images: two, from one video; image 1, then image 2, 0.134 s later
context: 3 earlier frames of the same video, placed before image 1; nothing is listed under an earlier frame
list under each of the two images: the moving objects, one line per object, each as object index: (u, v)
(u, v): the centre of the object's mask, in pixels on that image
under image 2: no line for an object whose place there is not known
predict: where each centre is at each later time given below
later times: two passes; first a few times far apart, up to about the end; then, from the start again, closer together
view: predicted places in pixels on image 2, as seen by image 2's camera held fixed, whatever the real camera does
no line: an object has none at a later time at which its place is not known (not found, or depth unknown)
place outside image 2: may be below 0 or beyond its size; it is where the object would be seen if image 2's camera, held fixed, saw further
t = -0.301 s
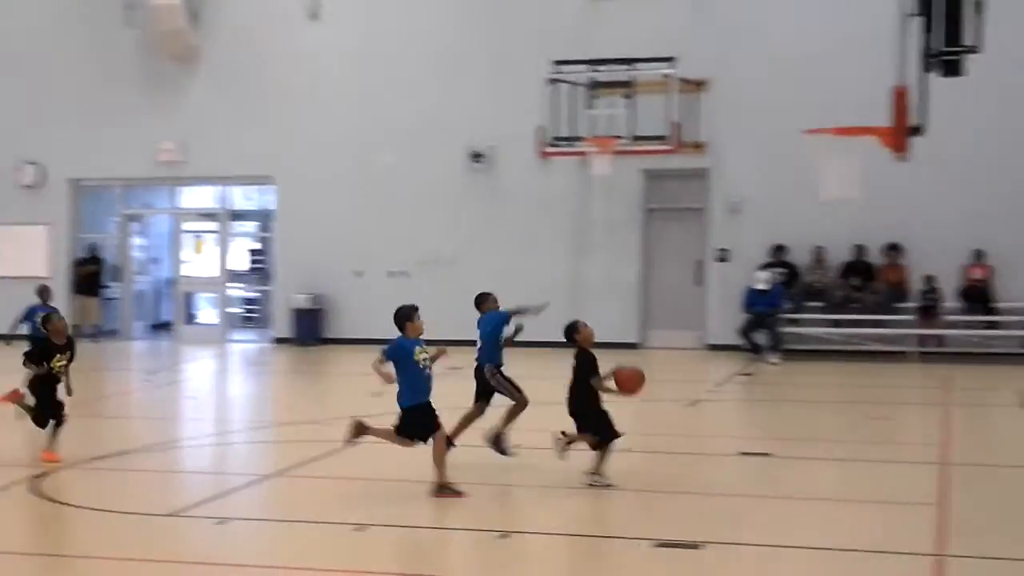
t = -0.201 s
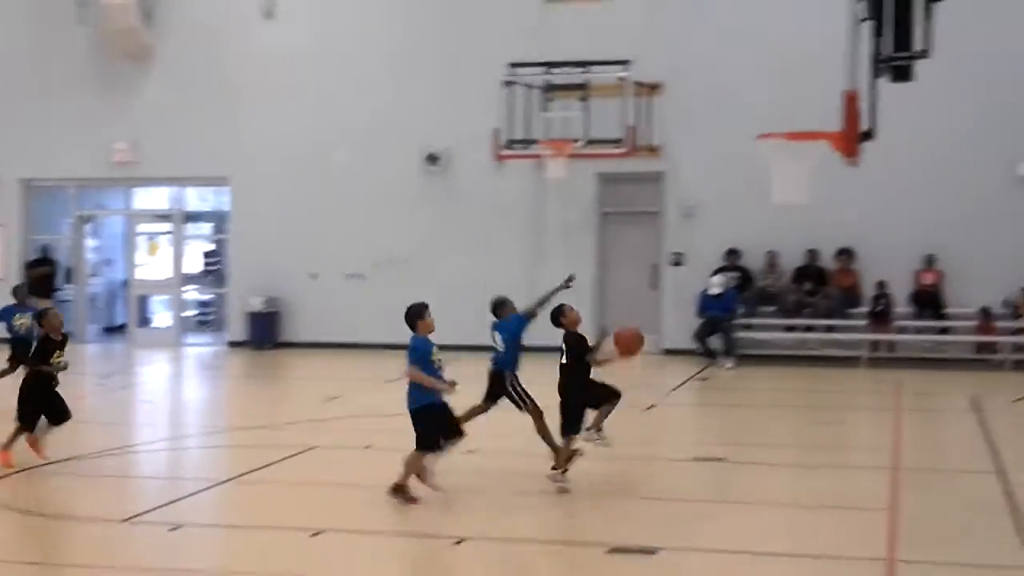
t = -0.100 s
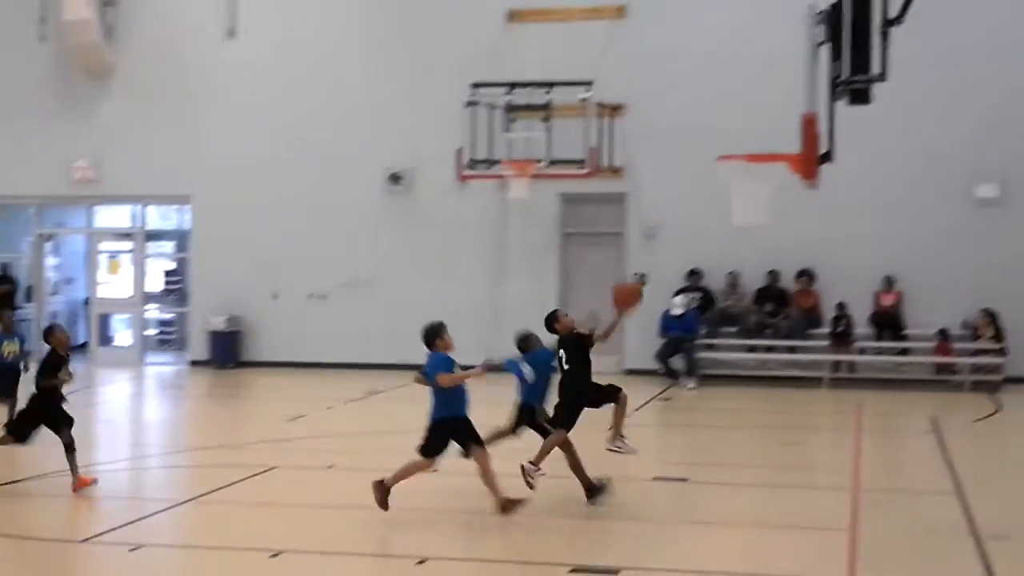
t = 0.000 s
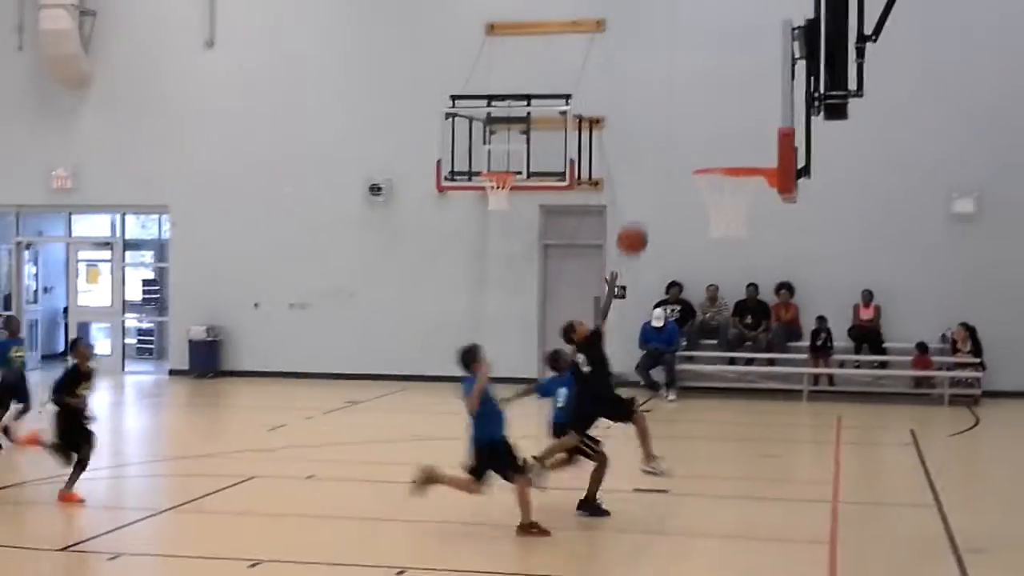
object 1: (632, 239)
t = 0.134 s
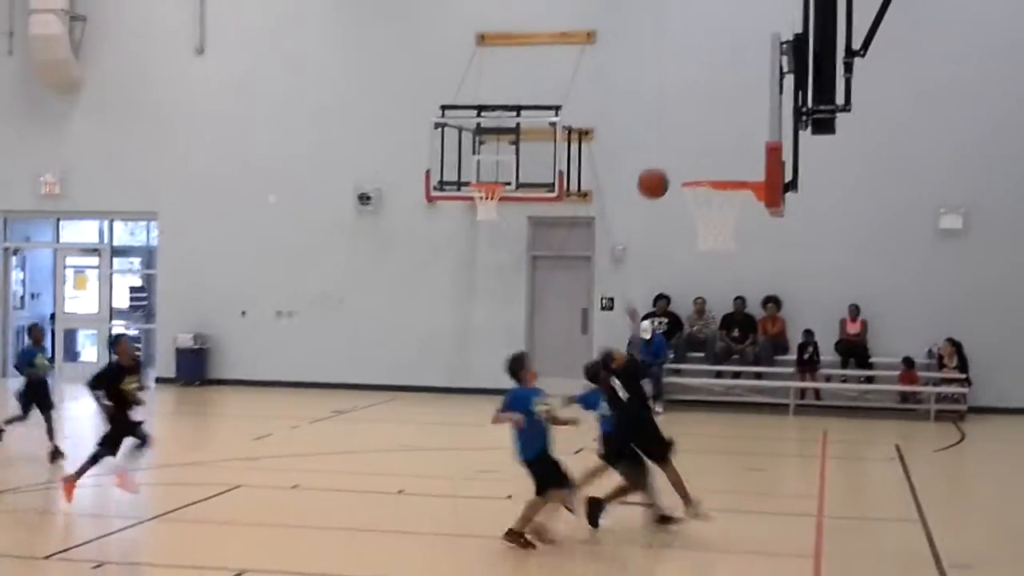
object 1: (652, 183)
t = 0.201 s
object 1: (670, 157)
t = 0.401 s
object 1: (723, 112)
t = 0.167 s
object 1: (661, 169)
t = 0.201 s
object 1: (670, 157)
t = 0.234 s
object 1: (678, 146)
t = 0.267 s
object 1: (687, 135)
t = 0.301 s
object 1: (695, 130)
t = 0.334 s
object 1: (704, 122)
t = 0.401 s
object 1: (723, 112)
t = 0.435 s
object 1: (732, 112)
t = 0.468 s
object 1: (741, 112)
